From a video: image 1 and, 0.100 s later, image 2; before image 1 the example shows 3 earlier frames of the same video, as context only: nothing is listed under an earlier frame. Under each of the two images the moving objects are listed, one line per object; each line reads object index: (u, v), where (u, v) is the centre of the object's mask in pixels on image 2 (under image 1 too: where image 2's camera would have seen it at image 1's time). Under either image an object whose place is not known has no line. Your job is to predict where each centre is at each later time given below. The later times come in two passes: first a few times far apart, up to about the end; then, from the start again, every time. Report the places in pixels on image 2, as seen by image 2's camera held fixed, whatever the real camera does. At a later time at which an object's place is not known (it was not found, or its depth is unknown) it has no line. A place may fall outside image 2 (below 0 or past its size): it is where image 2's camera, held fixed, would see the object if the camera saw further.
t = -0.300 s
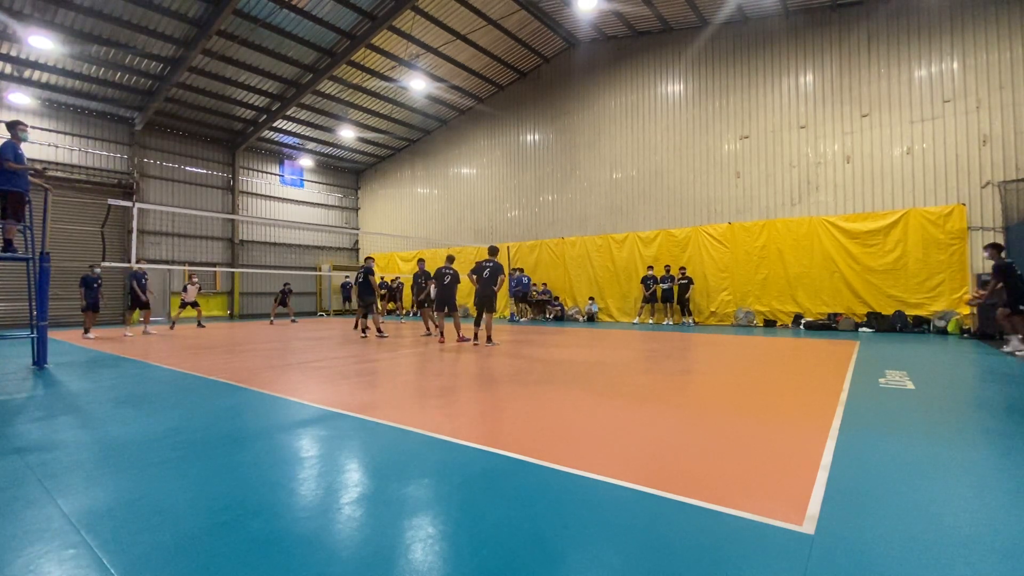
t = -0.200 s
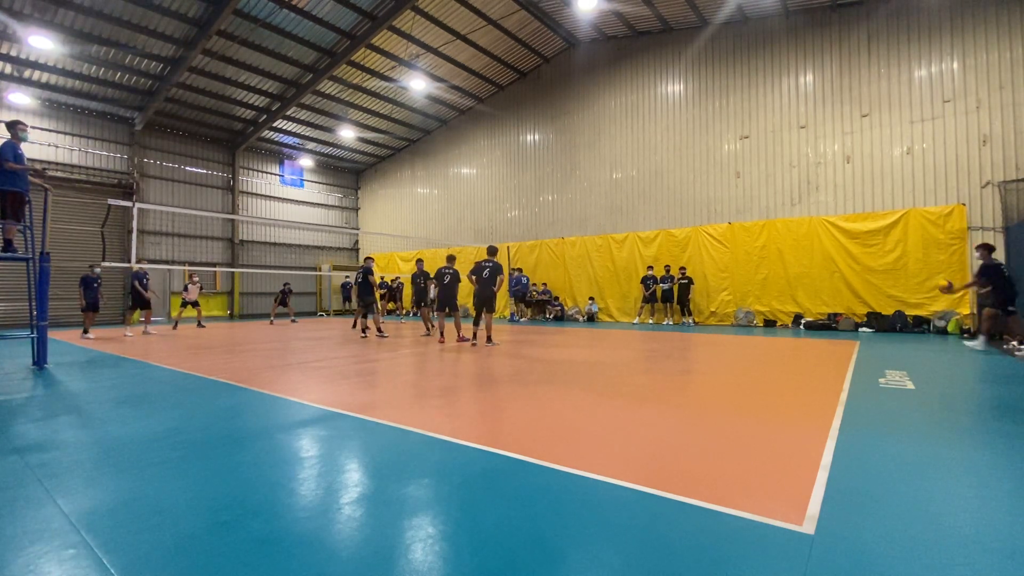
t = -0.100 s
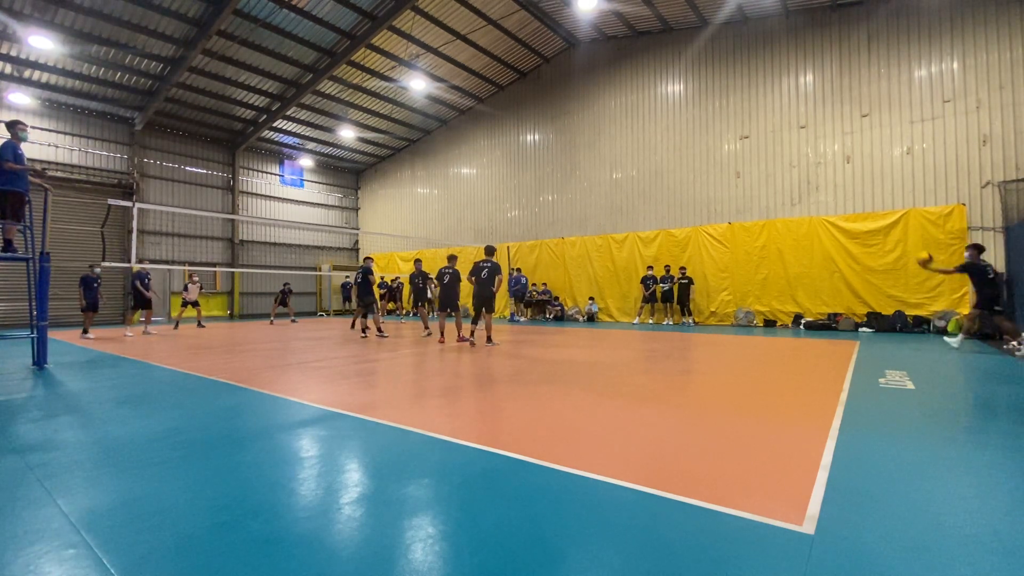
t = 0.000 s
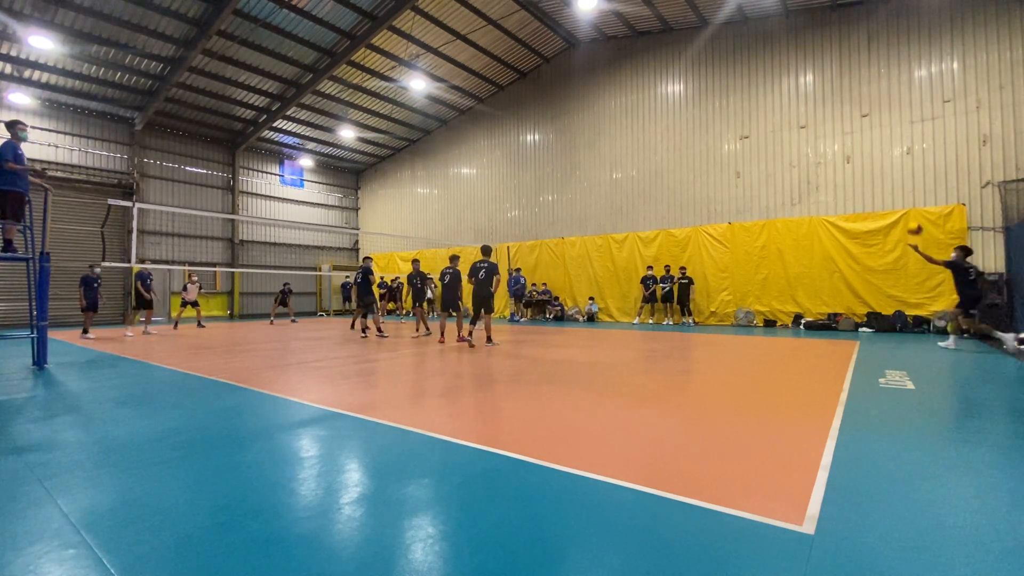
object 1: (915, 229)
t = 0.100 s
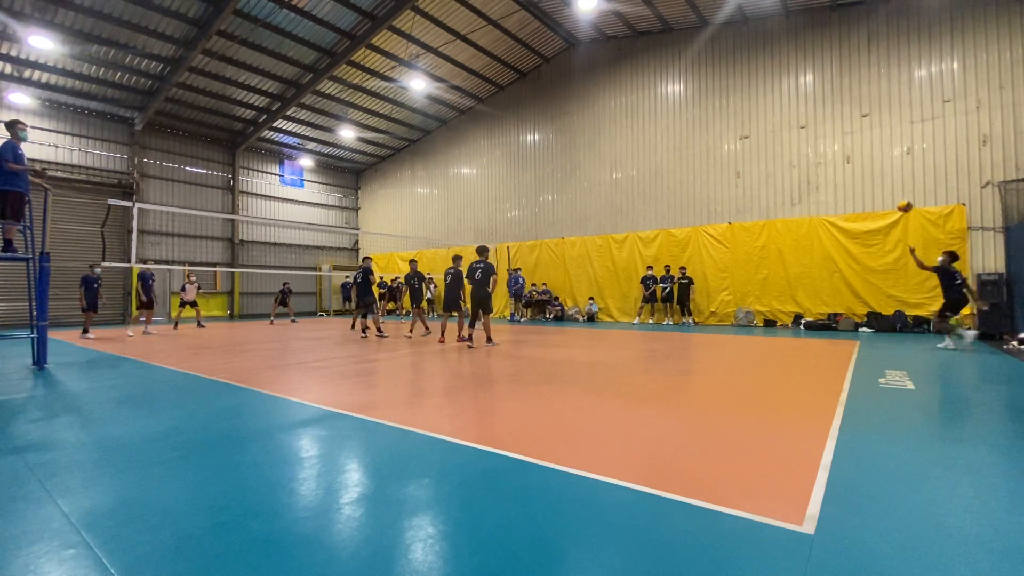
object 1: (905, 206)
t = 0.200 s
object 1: (895, 190)
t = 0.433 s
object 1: (874, 176)
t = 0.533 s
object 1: (866, 179)
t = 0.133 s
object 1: (901, 200)
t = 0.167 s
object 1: (898, 195)
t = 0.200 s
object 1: (895, 190)
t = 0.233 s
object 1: (892, 186)
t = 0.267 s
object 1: (889, 183)
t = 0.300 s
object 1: (886, 180)
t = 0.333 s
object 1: (883, 178)
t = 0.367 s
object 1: (880, 177)
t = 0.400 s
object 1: (877, 176)
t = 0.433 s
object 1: (874, 176)
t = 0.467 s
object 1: (871, 176)
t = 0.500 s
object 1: (869, 177)
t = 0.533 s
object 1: (866, 179)
